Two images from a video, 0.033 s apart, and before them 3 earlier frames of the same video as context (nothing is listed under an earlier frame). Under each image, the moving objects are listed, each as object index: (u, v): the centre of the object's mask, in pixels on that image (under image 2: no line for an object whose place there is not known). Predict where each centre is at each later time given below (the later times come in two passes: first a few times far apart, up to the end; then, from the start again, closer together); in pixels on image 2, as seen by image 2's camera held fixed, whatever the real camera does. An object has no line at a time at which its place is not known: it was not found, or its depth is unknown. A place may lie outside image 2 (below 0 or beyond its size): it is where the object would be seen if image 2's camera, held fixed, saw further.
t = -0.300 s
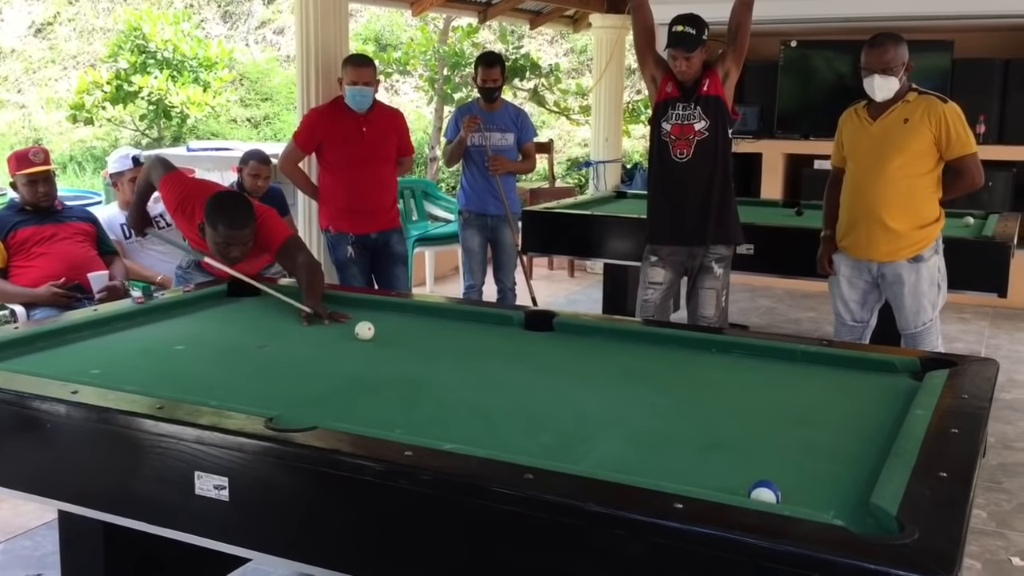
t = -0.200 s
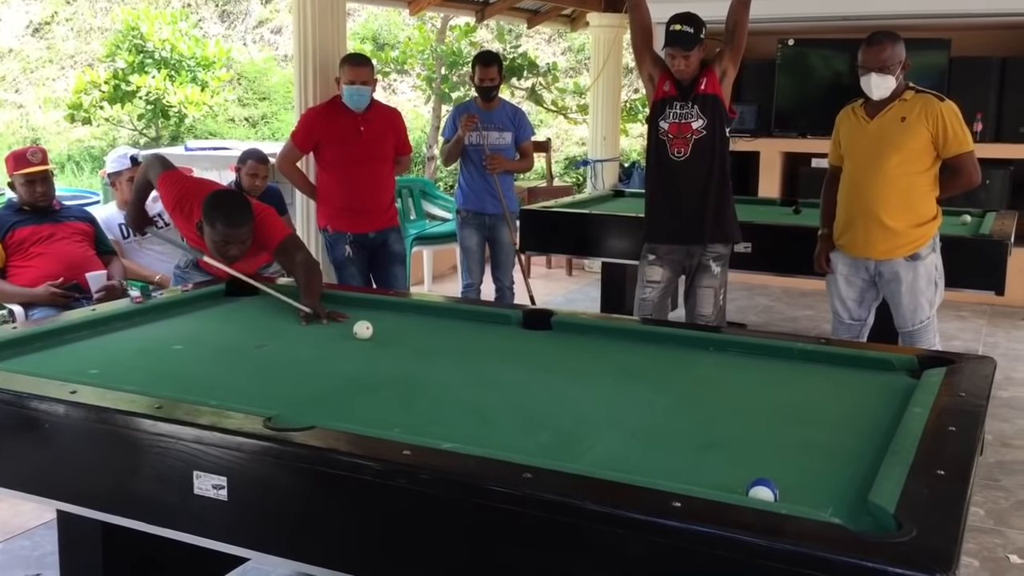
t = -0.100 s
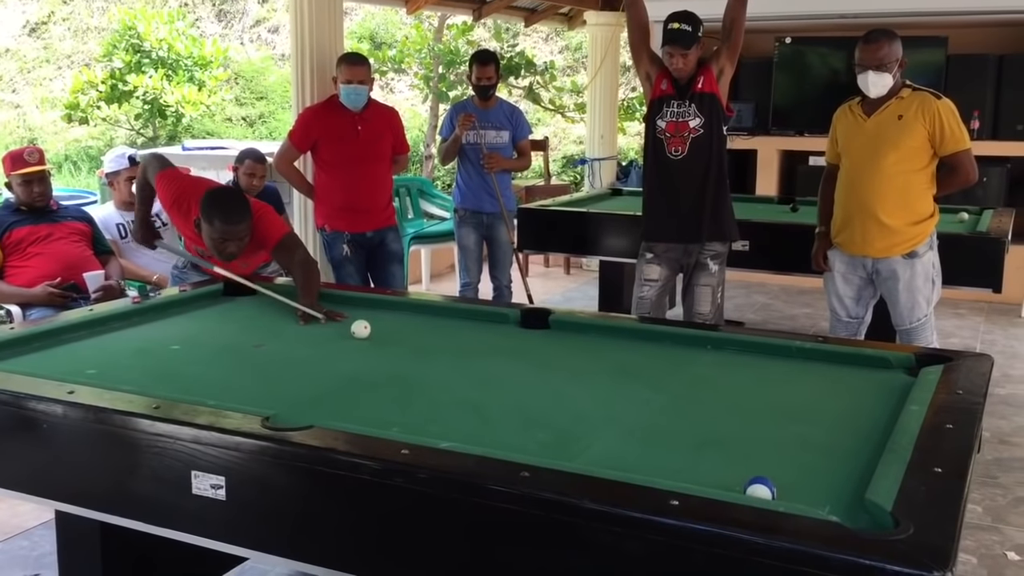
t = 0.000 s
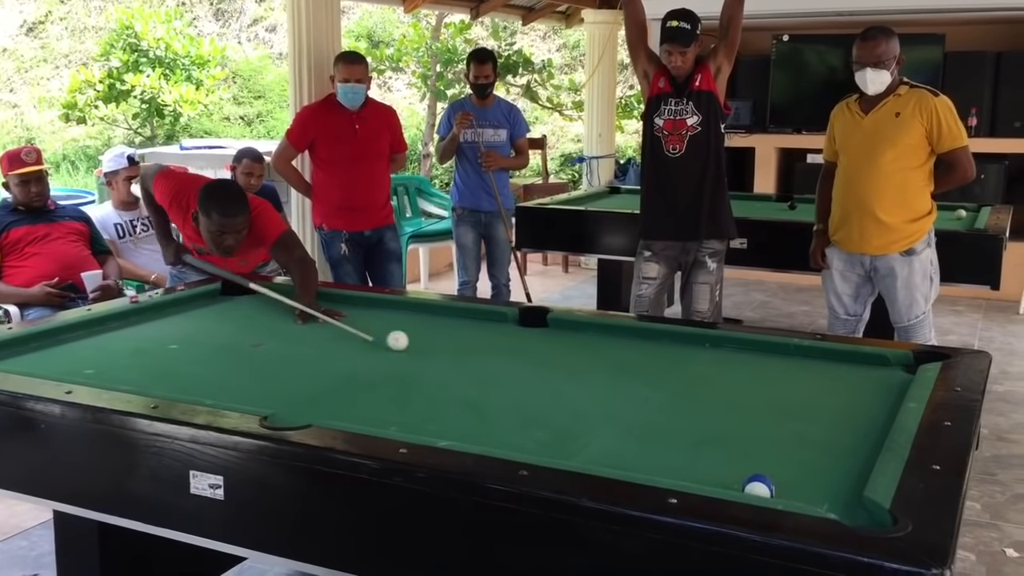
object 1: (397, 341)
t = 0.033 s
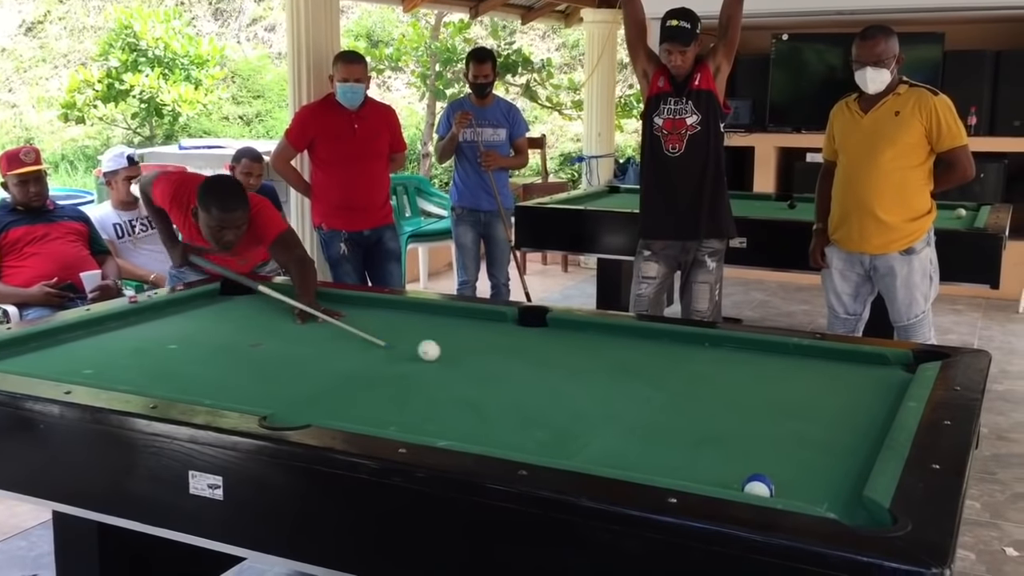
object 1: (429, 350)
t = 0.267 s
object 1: (707, 439)
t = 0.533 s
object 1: (774, 481)
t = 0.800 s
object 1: (733, 476)
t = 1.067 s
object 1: (695, 472)
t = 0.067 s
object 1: (462, 361)
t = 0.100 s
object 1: (498, 372)
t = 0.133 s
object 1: (535, 384)
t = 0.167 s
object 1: (574, 397)
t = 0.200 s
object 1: (616, 410)
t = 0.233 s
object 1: (660, 424)
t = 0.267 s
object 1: (707, 439)
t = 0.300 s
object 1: (757, 455)
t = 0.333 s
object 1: (809, 471)
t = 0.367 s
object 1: (849, 486)
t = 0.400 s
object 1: (810, 487)
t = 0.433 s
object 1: (786, 485)
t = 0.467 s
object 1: (783, 484)
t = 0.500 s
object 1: (779, 483)
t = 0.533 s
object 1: (774, 481)
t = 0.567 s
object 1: (769, 481)
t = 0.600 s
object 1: (763, 480)
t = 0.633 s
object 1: (758, 479)
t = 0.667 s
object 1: (753, 479)
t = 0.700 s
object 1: (748, 478)
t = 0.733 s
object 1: (743, 478)
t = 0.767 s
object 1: (738, 477)
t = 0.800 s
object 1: (733, 476)
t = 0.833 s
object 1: (728, 476)
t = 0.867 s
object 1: (723, 475)
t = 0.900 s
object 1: (718, 475)
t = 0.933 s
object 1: (714, 474)
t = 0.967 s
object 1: (709, 473)
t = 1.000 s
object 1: (704, 473)
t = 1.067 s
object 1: (695, 472)
